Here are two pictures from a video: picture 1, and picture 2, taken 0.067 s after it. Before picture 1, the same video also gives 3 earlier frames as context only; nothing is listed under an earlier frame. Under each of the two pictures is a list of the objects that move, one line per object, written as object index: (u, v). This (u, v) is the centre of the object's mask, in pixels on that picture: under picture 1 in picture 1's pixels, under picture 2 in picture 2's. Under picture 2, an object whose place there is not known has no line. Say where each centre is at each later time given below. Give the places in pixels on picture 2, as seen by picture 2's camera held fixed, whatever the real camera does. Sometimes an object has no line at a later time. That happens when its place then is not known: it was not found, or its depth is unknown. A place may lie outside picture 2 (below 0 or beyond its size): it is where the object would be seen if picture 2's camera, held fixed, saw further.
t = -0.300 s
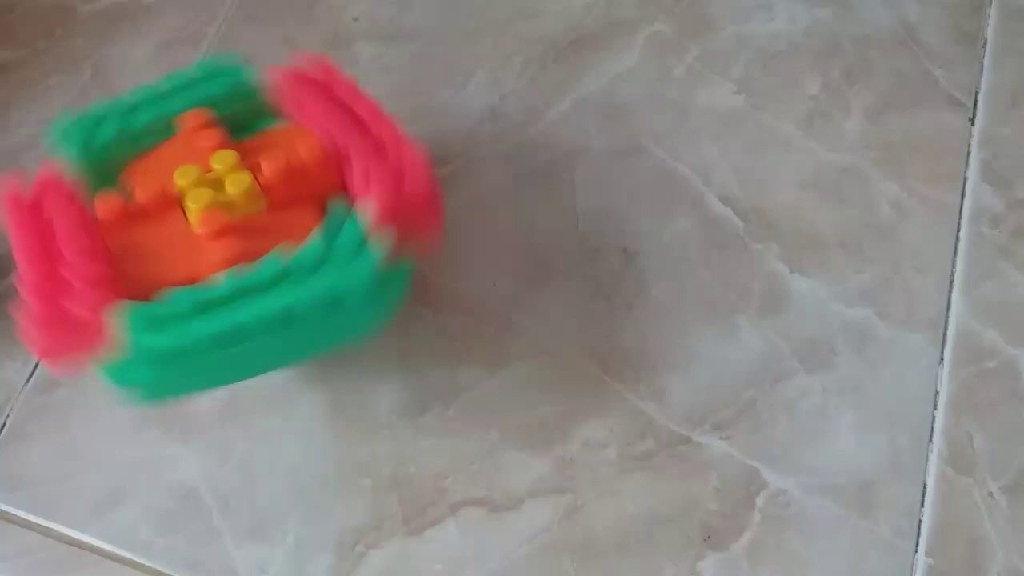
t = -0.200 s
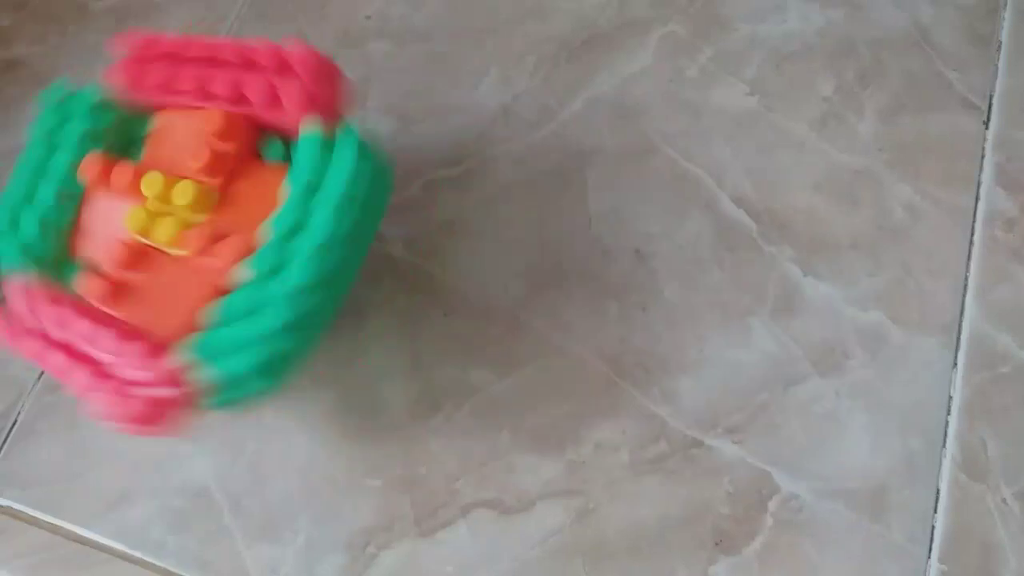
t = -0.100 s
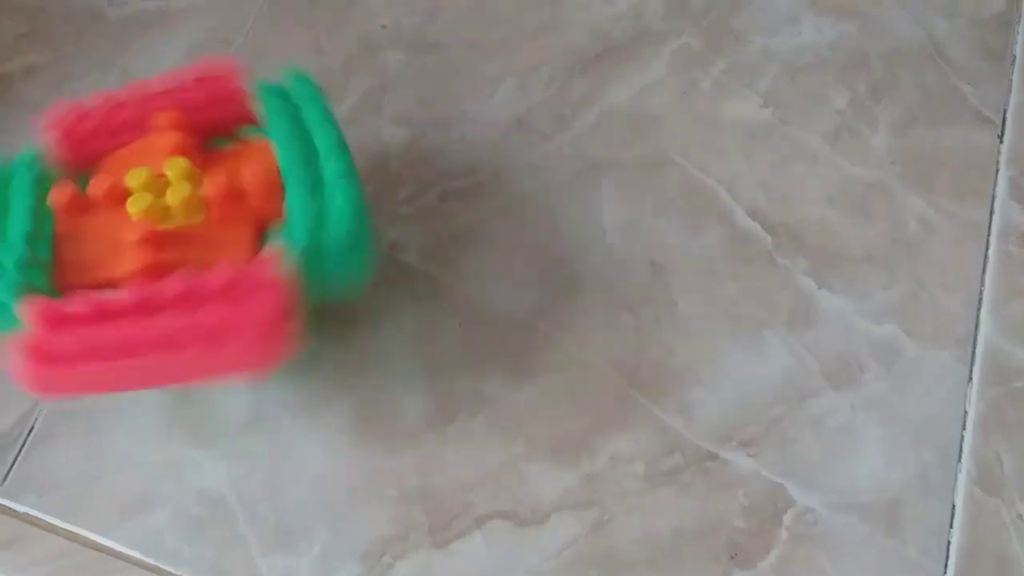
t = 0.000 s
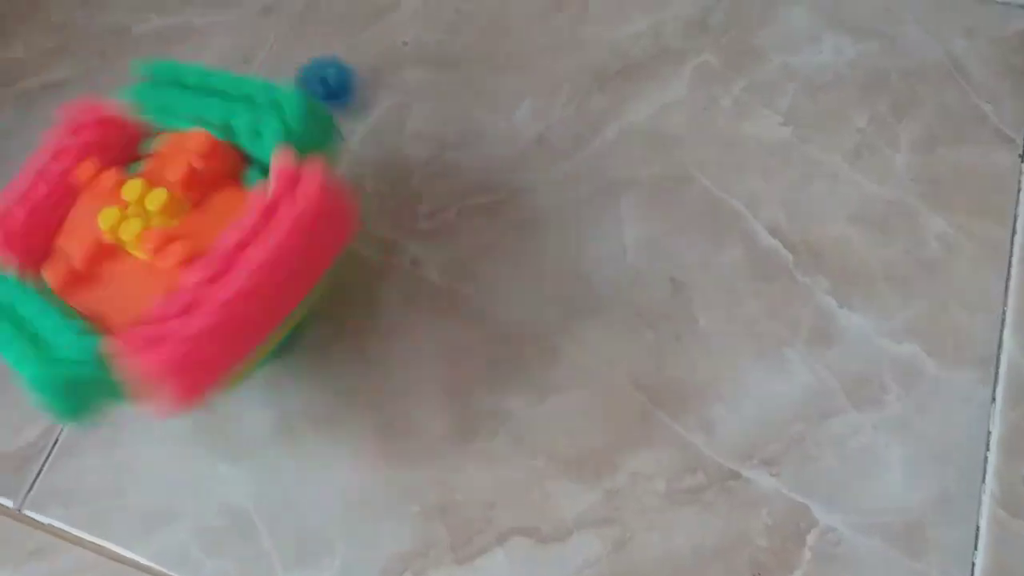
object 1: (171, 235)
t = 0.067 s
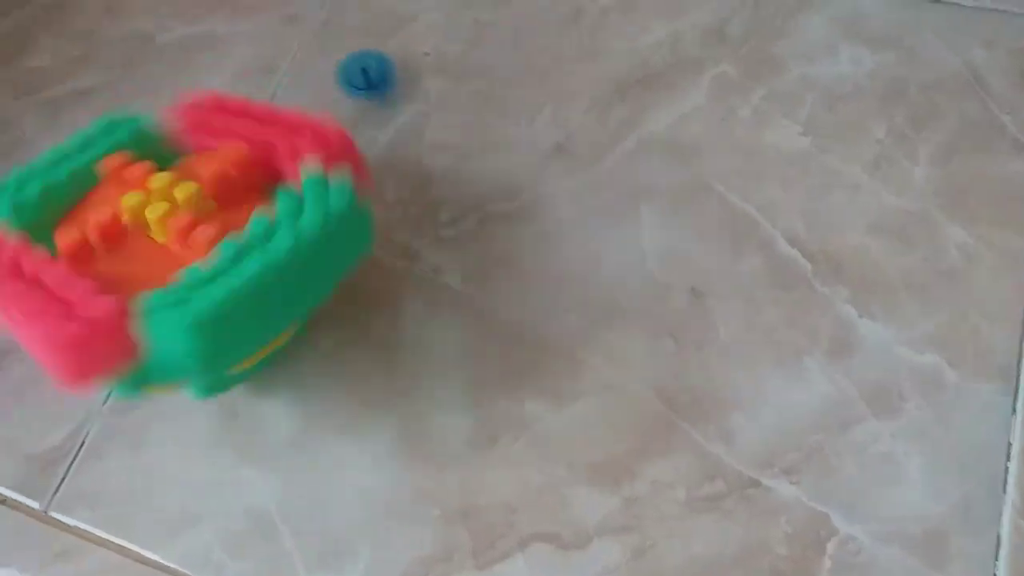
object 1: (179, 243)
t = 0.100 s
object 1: (172, 241)
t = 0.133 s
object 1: (172, 238)
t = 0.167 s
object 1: (164, 236)
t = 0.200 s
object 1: (164, 228)
